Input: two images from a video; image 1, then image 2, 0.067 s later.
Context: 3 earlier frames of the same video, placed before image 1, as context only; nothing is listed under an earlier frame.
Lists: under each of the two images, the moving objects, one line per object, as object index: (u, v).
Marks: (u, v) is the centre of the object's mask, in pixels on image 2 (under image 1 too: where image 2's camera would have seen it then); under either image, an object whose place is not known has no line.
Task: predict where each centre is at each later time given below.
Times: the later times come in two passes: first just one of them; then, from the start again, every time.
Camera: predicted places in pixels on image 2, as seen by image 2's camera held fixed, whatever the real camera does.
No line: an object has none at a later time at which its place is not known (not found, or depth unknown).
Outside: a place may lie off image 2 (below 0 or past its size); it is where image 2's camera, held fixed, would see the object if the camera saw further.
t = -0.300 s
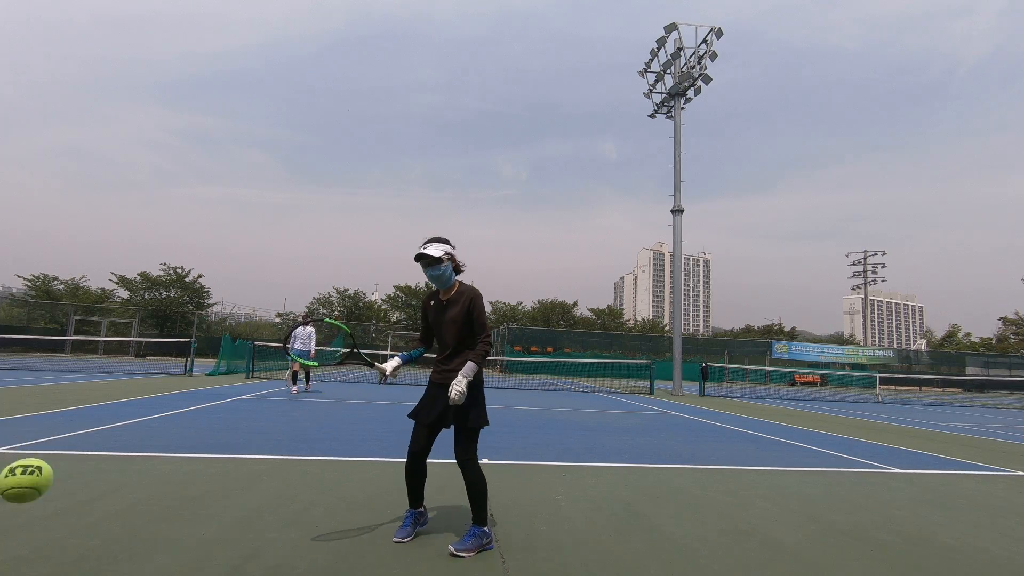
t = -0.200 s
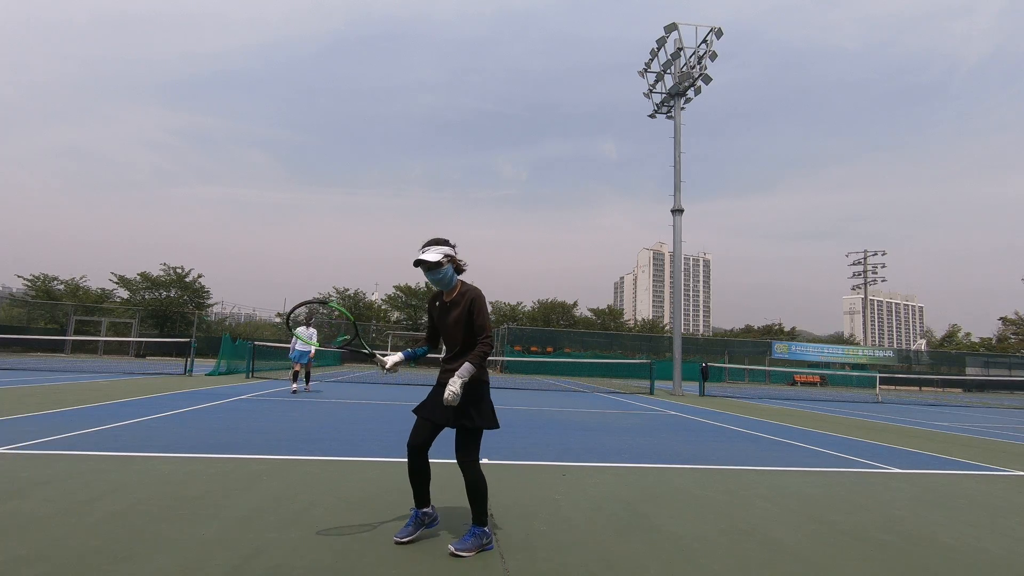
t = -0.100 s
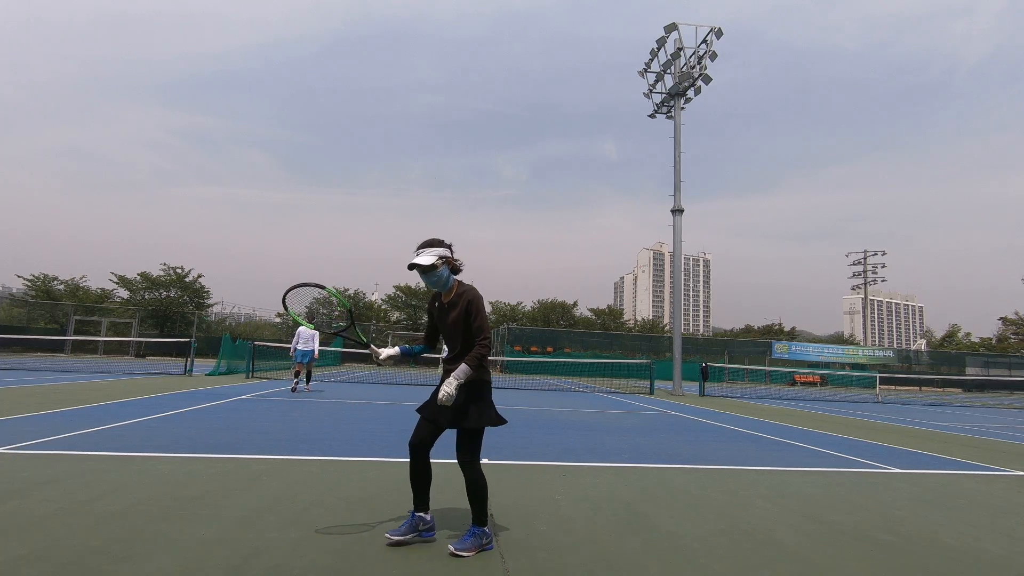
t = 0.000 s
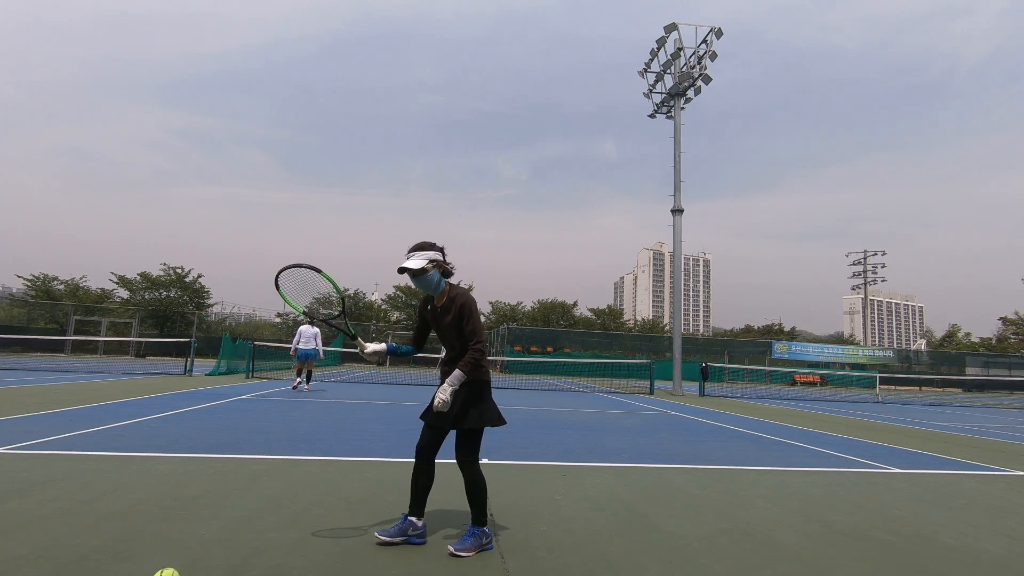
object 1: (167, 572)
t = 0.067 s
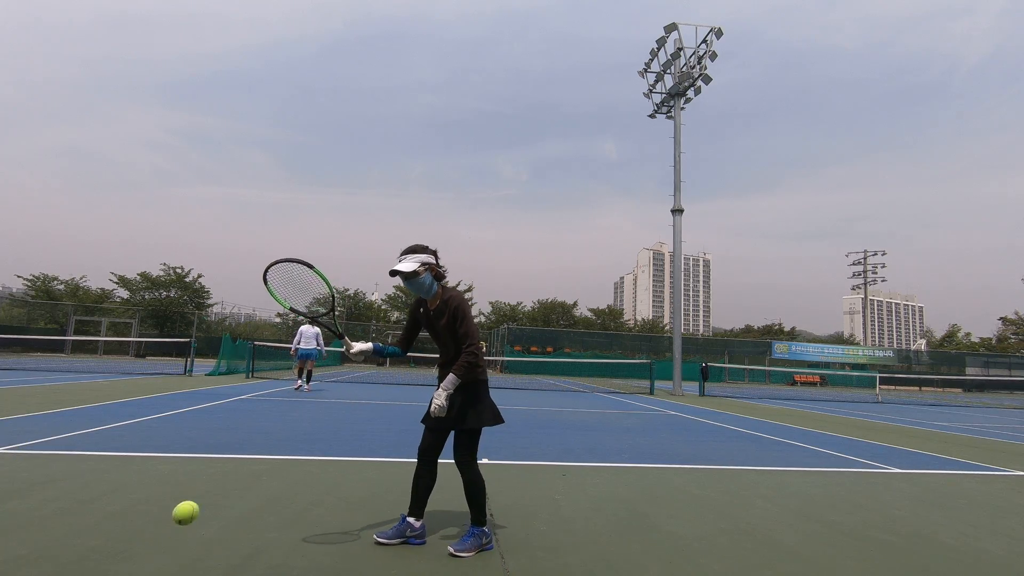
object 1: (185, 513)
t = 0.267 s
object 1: (224, 434)
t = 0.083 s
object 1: (190, 500)
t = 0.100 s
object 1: (194, 488)
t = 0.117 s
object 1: (198, 478)
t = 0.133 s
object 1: (202, 468)
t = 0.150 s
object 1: (205, 461)
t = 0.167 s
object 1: (208, 454)
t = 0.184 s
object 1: (211, 448)
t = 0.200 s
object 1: (214, 443)
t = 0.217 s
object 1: (217, 440)
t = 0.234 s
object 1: (219, 437)
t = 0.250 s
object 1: (221, 435)
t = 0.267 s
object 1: (224, 434)
